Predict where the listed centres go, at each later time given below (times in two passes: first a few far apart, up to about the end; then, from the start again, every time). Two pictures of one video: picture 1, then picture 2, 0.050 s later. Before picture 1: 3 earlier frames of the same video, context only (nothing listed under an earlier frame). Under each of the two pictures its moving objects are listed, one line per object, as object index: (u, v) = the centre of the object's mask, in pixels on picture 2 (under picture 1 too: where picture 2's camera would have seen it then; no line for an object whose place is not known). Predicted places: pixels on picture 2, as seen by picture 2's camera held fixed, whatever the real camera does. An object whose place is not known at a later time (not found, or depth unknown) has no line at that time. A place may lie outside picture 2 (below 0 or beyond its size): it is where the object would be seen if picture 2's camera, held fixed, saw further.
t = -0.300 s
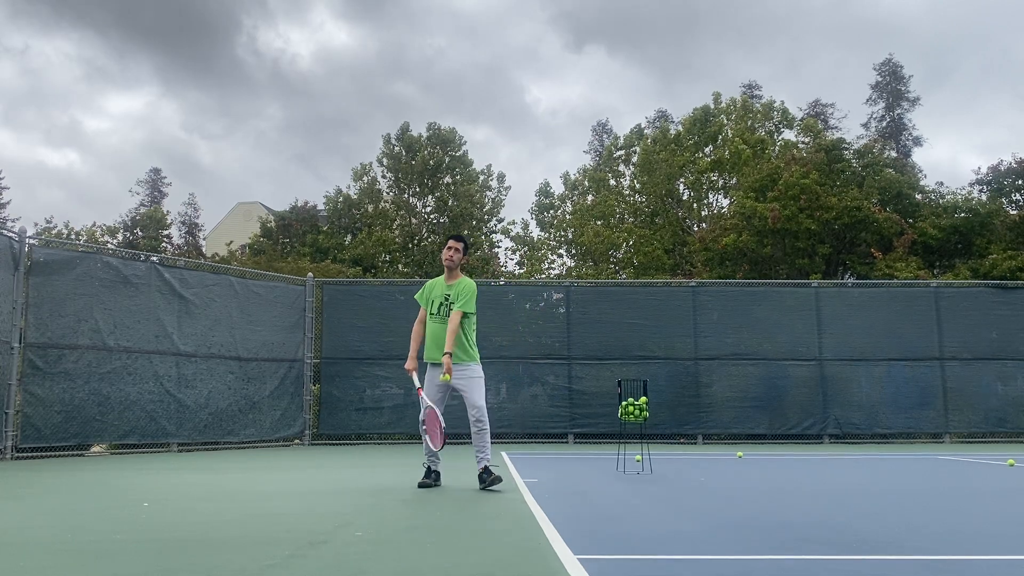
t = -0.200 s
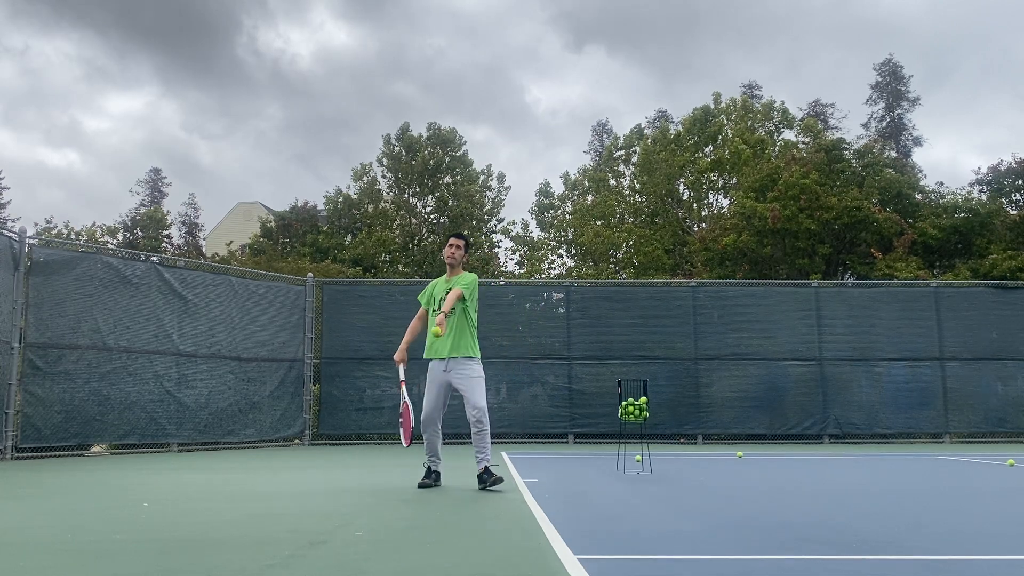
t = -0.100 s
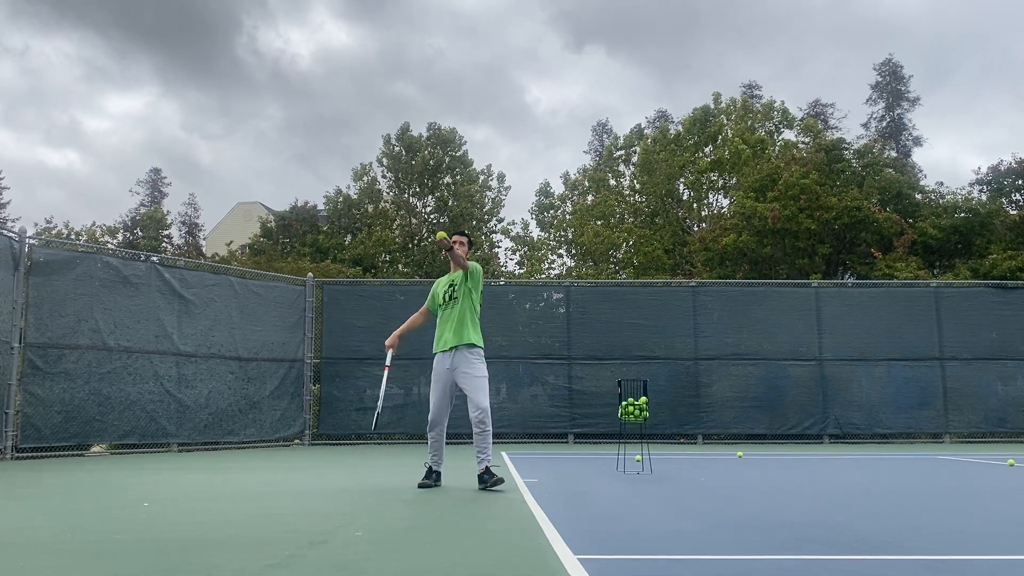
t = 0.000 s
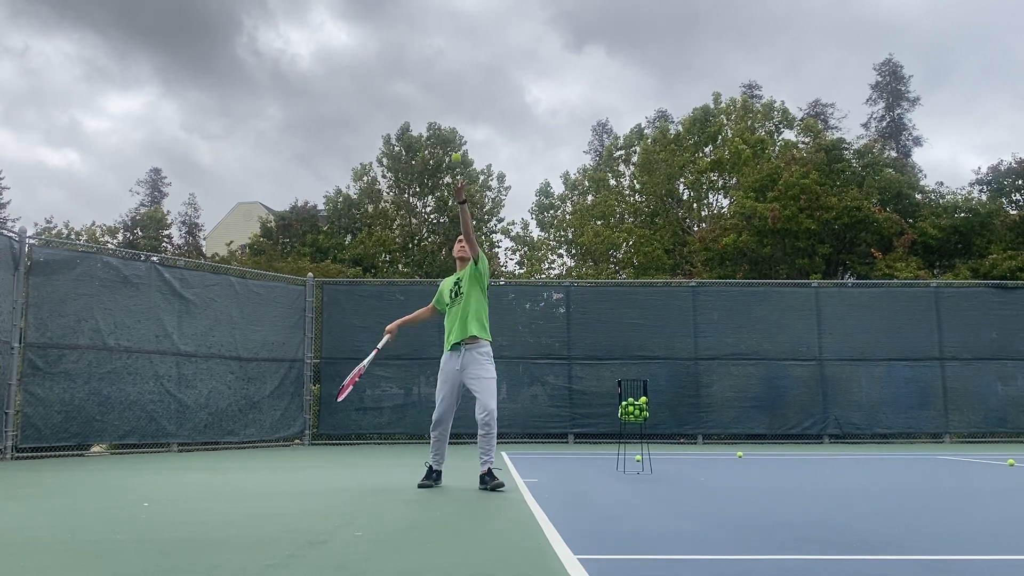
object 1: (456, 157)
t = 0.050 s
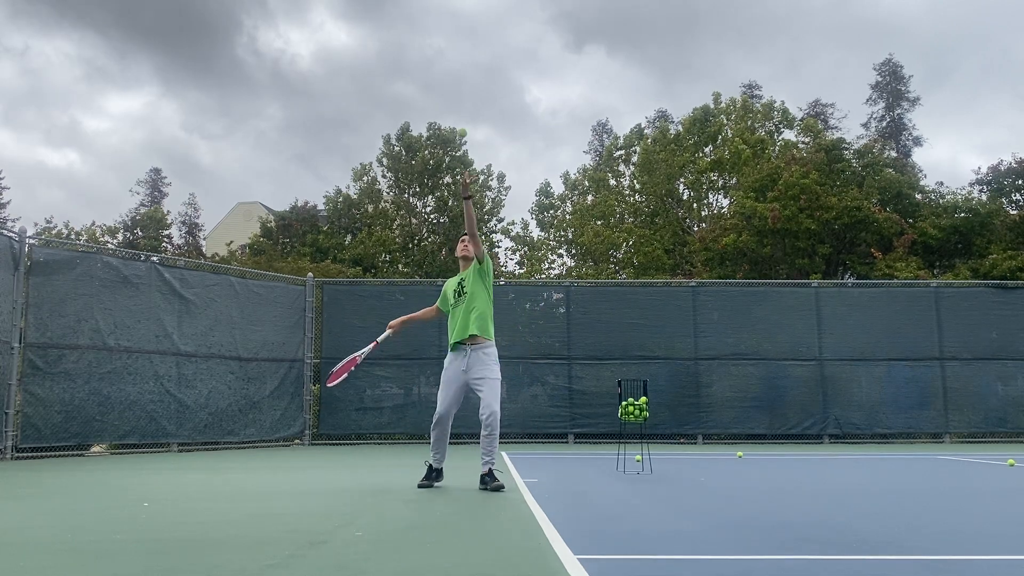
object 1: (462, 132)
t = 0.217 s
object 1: (481, 79)
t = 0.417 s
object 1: (501, 66)
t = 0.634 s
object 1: (521, 106)
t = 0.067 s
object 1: (464, 126)
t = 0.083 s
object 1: (466, 119)
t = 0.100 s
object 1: (468, 113)
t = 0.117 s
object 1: (469, 107)
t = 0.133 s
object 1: (471, 101)
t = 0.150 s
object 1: (473, 96)
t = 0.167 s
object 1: (475, 91)
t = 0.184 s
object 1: (477, 87)
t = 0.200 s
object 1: (479, 83)
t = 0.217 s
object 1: (481, 79)
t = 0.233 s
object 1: (482, 76)
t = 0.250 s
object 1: (484, 74)
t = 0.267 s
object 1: (486, 71)
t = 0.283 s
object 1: (487, 69)
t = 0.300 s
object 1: (489, 68)
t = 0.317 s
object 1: (491, 66)
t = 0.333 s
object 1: (493, 65)
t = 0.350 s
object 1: (494, 65)
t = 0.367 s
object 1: (496, 65)
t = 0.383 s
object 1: (498, 65)
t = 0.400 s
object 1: (499, 65)
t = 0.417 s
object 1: (501, 66)
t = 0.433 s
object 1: (503, 67)
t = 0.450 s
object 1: (504, 69)
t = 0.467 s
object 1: (506, 71)
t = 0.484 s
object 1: (507, 73)
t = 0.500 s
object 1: (509, 75)
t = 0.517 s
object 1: (511, 78)
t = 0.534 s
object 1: (512, 81)
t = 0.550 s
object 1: (514, 85)
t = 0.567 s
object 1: (515, 88)
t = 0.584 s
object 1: (517, 93)
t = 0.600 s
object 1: (518, 97)
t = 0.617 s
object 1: (520, 101)
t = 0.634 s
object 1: (521, 106)
